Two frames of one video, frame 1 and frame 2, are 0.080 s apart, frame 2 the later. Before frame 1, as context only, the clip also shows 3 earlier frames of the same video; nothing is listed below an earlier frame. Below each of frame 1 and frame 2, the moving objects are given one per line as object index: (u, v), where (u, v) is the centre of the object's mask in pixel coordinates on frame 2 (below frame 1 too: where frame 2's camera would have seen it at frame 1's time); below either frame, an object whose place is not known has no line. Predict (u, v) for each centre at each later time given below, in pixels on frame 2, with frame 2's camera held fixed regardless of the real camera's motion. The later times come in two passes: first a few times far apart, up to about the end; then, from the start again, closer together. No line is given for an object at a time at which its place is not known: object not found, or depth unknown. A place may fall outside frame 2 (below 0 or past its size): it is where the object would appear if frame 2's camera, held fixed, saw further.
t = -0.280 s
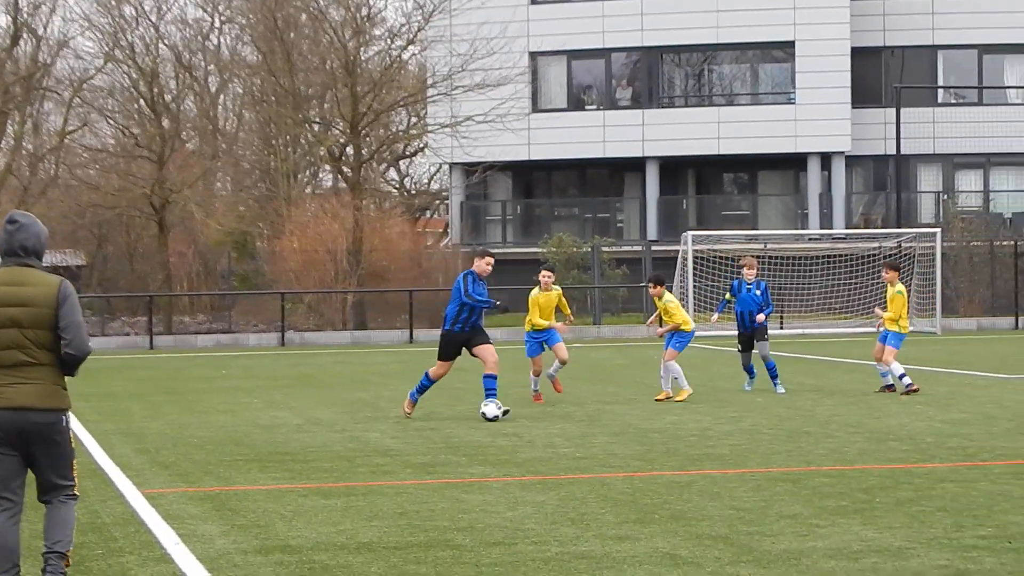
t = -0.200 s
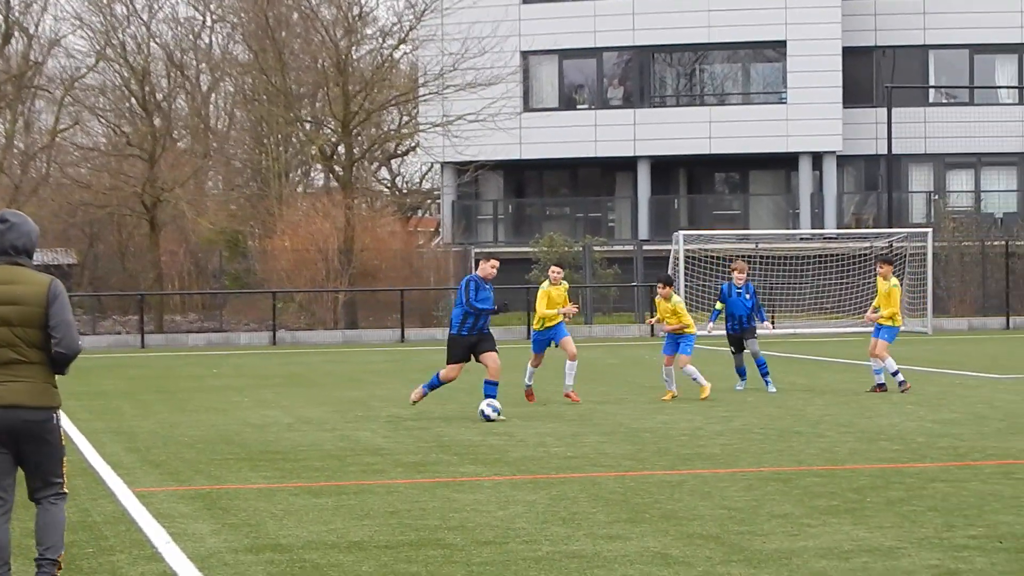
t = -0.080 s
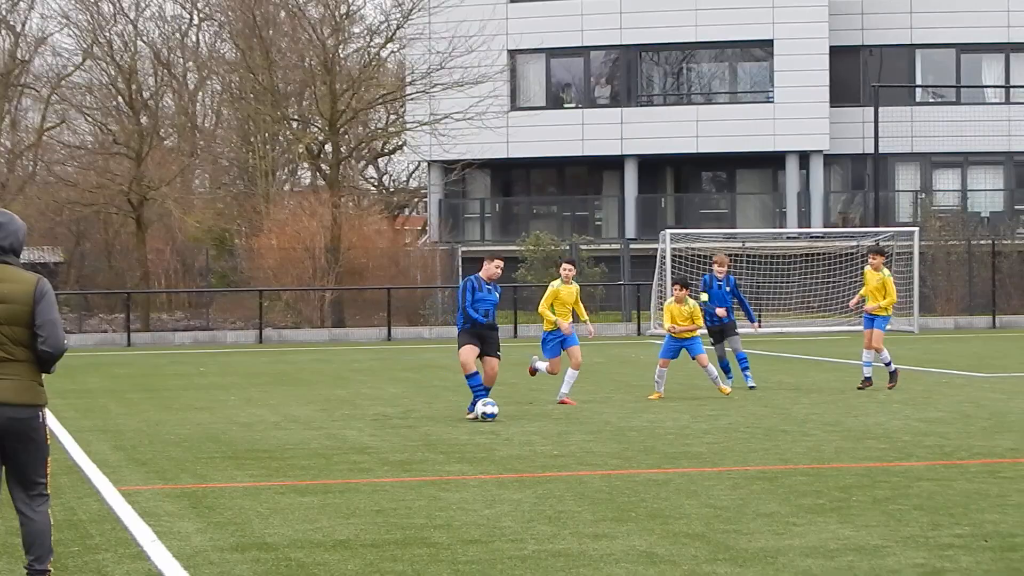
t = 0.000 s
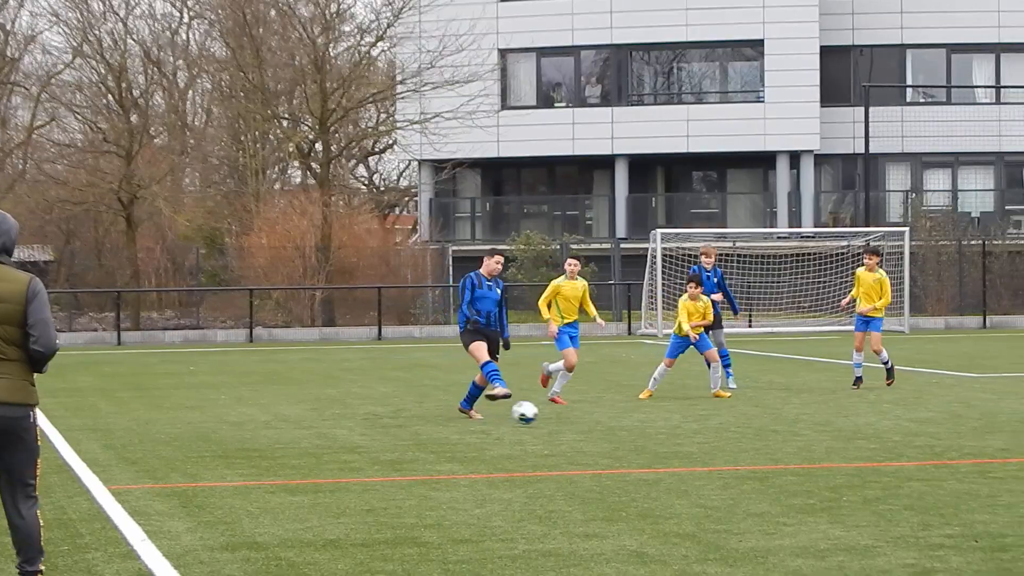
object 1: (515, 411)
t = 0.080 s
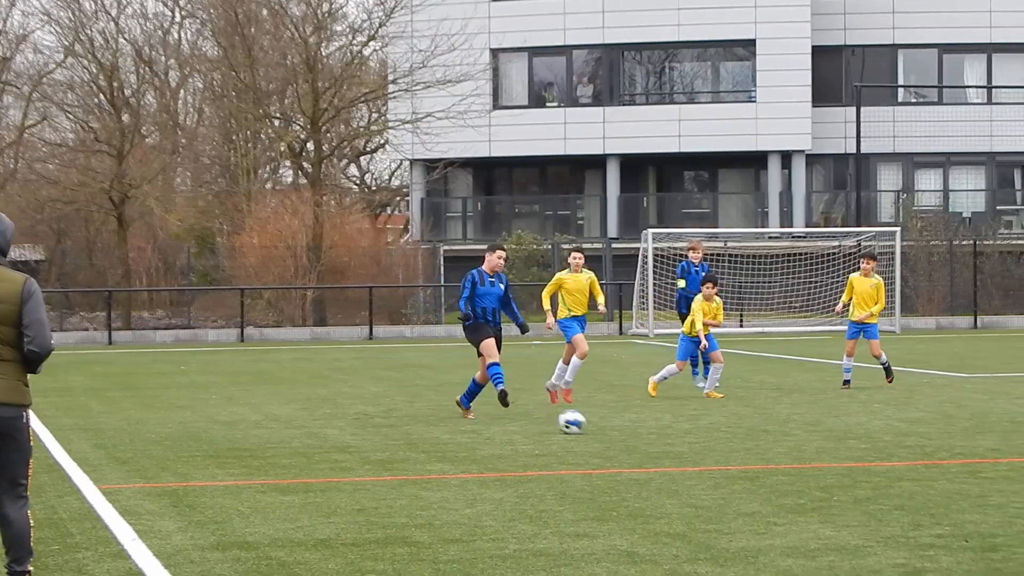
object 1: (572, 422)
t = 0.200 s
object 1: (655, 428)
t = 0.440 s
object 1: (825, 451)
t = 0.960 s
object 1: (1204, 495)
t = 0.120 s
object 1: (599, 423)
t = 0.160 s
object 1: (626, 424)
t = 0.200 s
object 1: (655, 428)
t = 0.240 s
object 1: (684, 435)
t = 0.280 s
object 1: (712, 438)
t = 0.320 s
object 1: (740, 438)
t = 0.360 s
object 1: (768, 442)
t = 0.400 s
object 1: (797, 448)
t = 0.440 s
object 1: (825, 451)
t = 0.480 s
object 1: (852, 451)
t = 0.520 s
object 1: (879, 453)
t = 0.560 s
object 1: (908, 457)
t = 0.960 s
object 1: (1204, 495)
